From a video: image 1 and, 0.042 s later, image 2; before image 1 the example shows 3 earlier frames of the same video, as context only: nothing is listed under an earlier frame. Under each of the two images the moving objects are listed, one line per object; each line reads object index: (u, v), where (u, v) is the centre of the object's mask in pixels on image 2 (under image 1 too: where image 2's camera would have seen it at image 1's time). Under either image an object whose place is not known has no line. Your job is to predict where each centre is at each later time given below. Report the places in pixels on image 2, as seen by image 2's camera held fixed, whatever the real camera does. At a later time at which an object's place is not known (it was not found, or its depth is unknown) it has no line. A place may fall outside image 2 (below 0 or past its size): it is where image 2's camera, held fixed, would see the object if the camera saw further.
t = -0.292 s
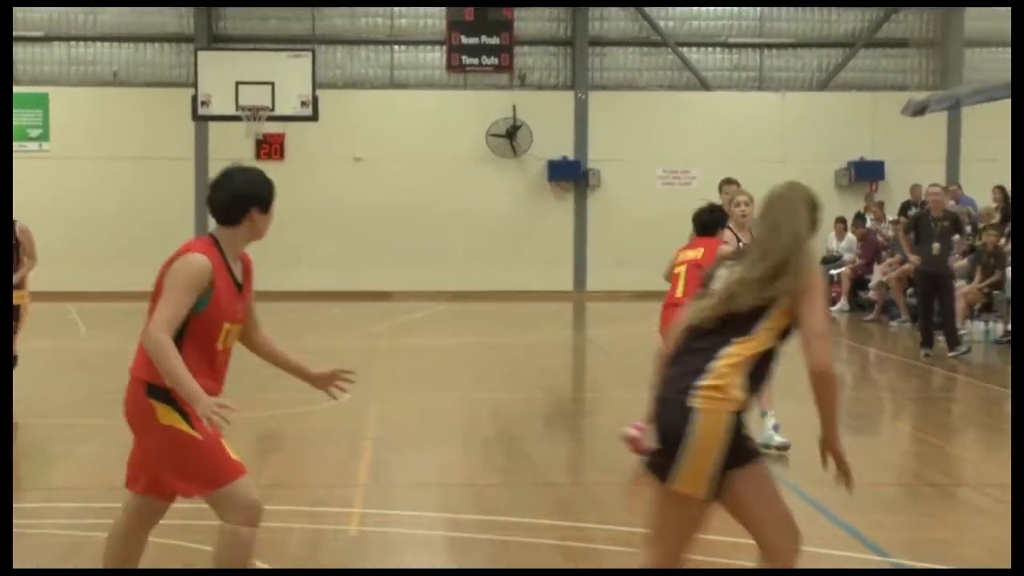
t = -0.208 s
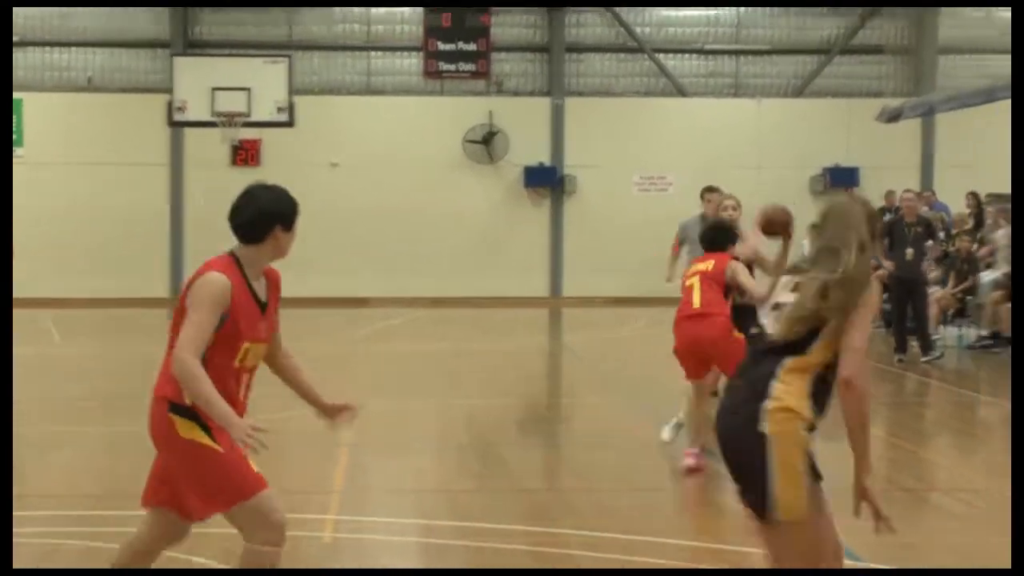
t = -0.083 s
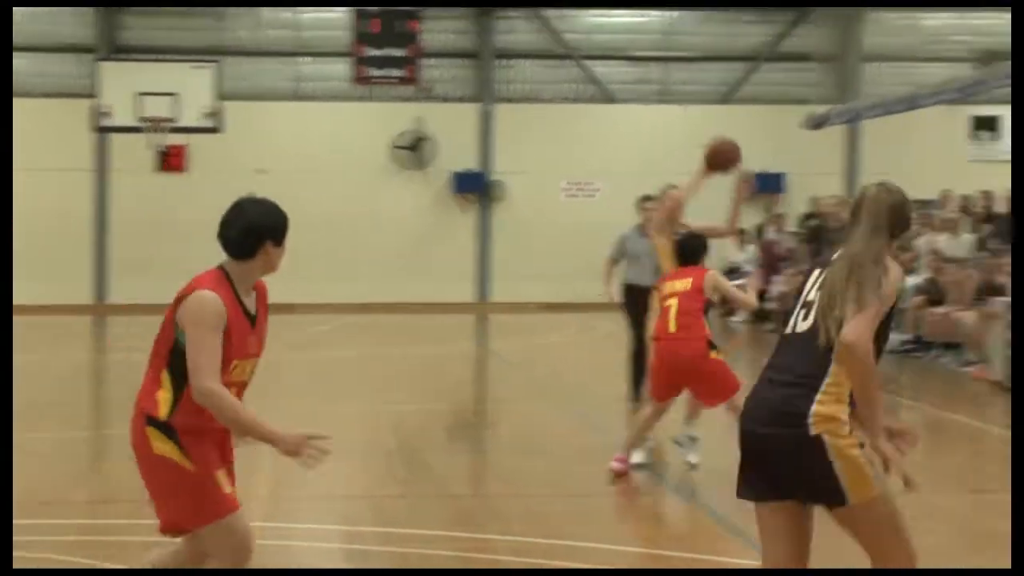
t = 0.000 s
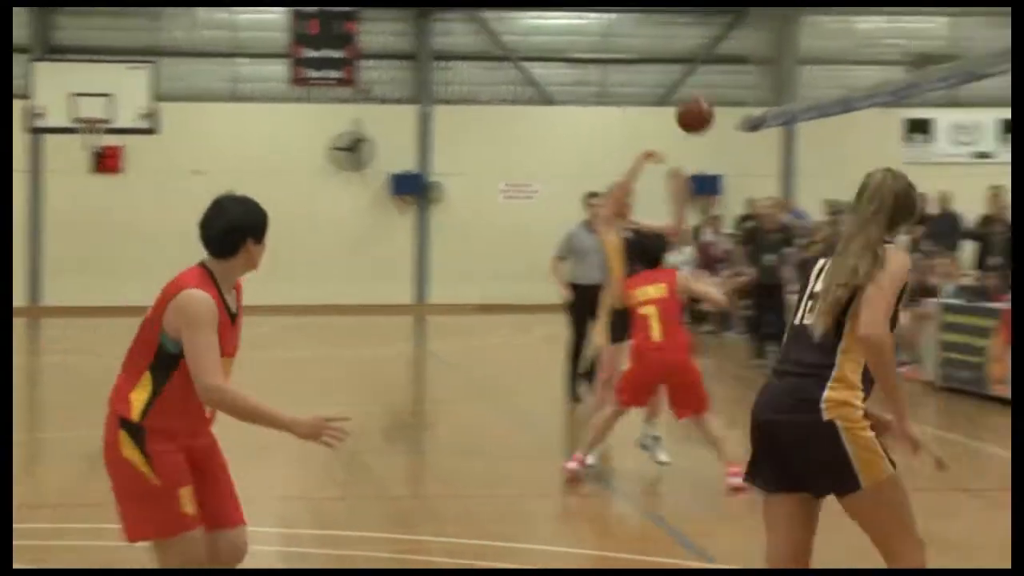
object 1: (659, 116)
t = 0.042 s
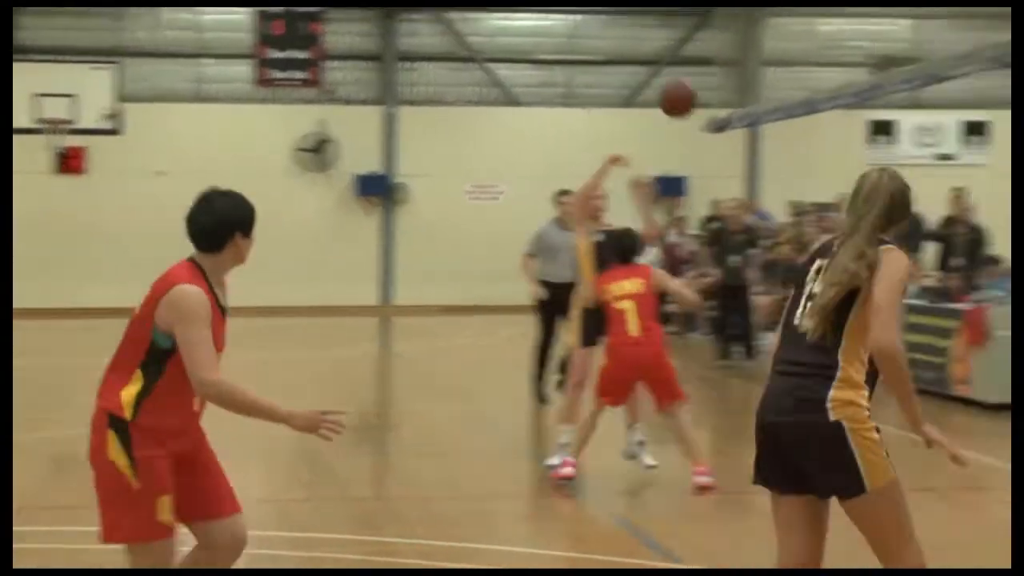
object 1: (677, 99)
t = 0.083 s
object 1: (698, 82)
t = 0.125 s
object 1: (717, 67)
